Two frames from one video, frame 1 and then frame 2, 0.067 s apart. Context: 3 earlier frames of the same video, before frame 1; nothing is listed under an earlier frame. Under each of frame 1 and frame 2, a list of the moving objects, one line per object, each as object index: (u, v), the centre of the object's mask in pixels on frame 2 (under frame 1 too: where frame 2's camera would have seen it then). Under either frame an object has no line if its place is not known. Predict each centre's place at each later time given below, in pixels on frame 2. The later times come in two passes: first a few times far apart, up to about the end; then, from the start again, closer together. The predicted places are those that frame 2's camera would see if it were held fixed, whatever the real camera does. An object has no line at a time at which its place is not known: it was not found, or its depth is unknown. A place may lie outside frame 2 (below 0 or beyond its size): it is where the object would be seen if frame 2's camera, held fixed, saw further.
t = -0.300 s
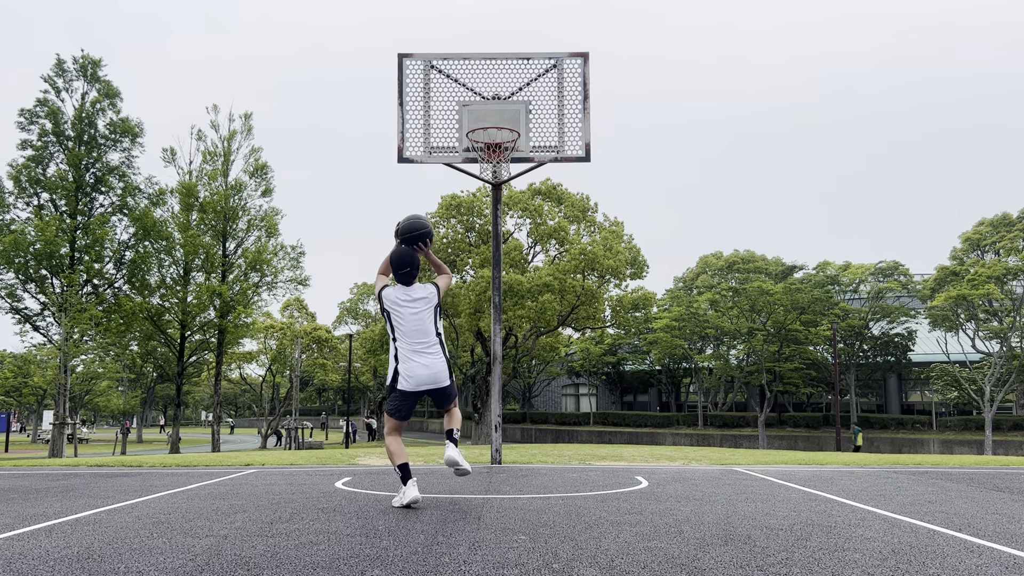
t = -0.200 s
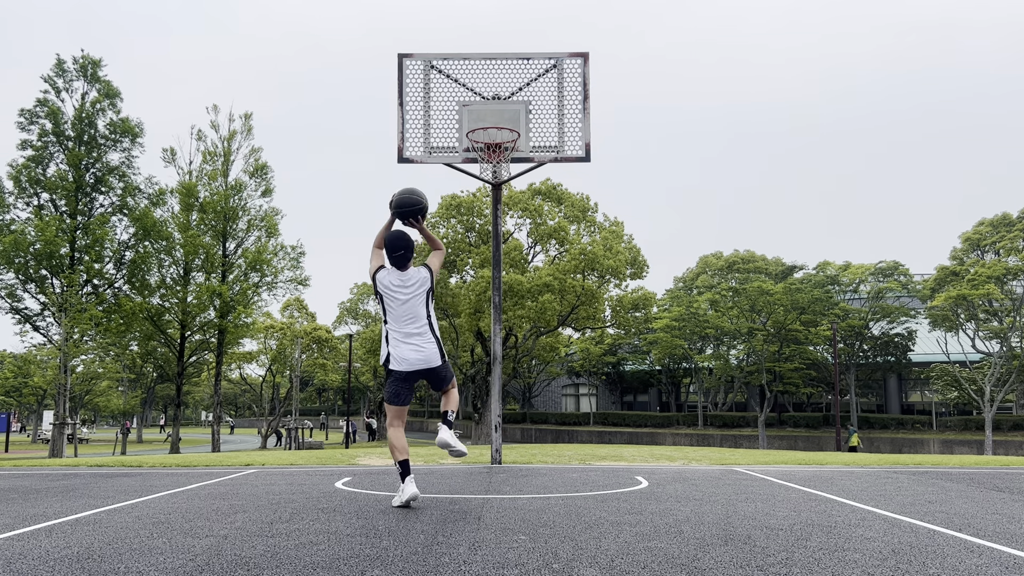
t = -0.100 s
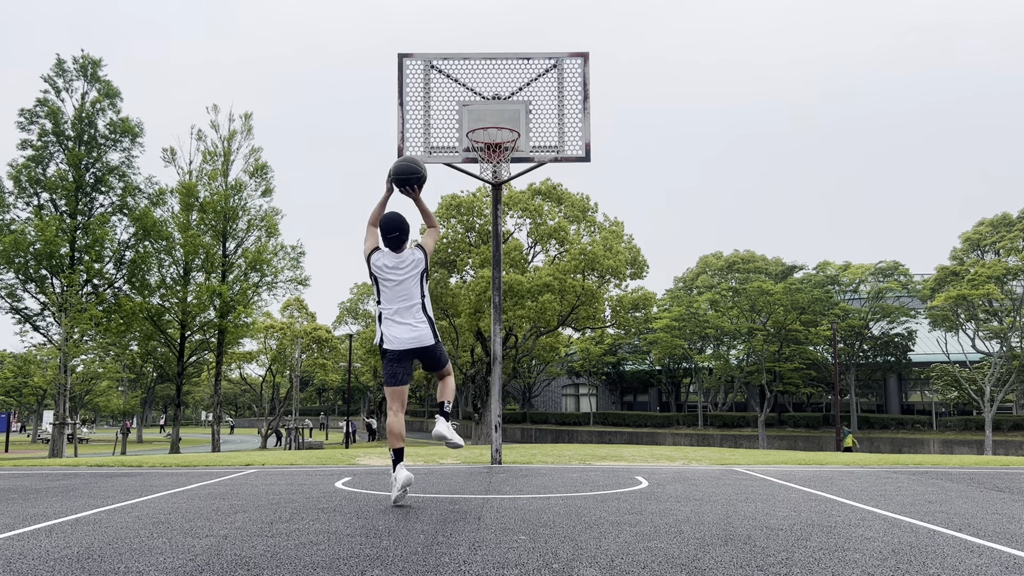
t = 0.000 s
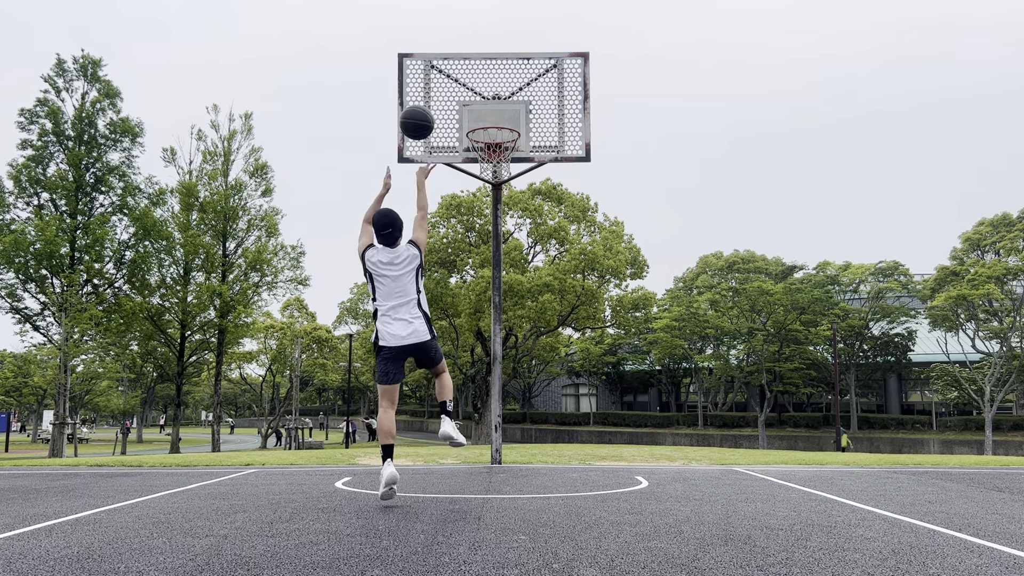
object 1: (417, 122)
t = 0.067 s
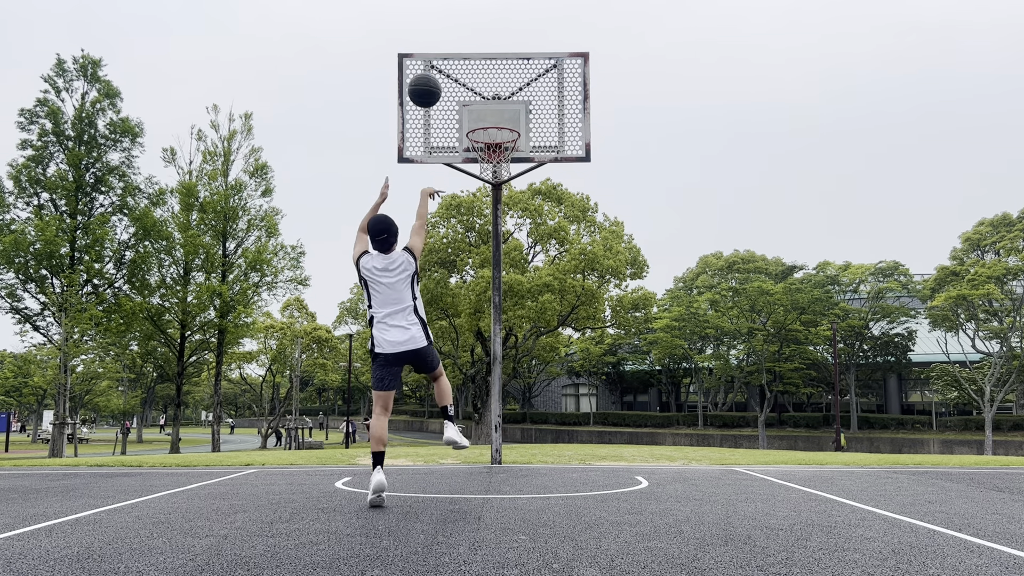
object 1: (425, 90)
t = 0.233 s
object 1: (442, 41)
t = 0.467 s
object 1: (463, 36)
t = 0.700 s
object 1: (481, 91)
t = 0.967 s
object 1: (496, 174)
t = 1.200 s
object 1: (505, 227)
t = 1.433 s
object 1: (514, 341)
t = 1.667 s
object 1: (521, 430)
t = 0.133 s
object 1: (432, 66)
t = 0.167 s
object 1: (435, 56)
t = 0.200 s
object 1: (439, 48)
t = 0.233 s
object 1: (442, 41)
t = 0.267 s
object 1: (445, 36)
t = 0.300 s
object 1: (449, 33)
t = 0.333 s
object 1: (452, 31)
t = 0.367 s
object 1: (454, 30)
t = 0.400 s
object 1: (457, 31)
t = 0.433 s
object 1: (460, 33)
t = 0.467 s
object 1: (463, 36)
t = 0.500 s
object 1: (466, 40)
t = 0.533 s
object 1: (468, 46)
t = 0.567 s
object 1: (471, 53)
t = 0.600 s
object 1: (474, 61)
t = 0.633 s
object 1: (476, 70)
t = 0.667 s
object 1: (479, 80)
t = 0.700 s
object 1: (481, 91)
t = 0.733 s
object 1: (484, 103)
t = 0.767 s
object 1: (486, 115)
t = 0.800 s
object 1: (488, 130)
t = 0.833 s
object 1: (490, 142)
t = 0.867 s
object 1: (493, 160)
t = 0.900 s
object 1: (494, 173)
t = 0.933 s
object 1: (495, 172)
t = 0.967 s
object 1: (496, 174)
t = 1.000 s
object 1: (497, 178)
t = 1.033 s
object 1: (499, 183)
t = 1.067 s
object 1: (500, 189)
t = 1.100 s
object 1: (501, 197)
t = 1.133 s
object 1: (502, 205)
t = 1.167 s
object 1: (504, 215)
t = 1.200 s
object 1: (505, 227)
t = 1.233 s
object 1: (506, 239)
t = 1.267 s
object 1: (507, 252)
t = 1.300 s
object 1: (508, 268)
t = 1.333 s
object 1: (510, 284)
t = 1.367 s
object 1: (511, 302)
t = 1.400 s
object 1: (512, 320)
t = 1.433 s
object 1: (514, 341)
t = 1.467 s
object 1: (515, 363)
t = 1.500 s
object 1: (516, 386)
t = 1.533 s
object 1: (517, 412)
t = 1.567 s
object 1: (519, 439)
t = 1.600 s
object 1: (520, 467)
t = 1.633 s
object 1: (520, 451)
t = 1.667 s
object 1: (521, 430)
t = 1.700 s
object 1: (521, 410)
